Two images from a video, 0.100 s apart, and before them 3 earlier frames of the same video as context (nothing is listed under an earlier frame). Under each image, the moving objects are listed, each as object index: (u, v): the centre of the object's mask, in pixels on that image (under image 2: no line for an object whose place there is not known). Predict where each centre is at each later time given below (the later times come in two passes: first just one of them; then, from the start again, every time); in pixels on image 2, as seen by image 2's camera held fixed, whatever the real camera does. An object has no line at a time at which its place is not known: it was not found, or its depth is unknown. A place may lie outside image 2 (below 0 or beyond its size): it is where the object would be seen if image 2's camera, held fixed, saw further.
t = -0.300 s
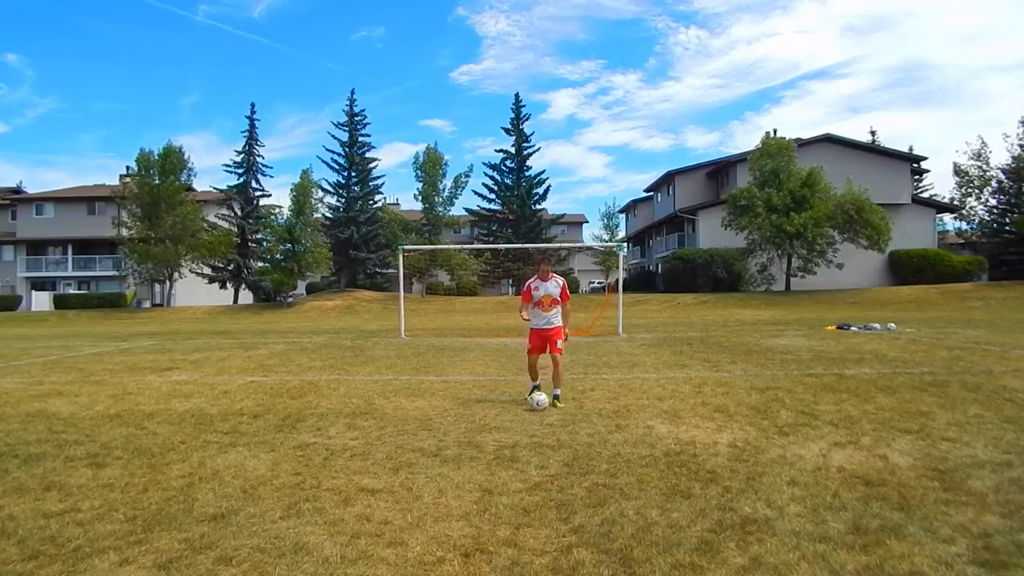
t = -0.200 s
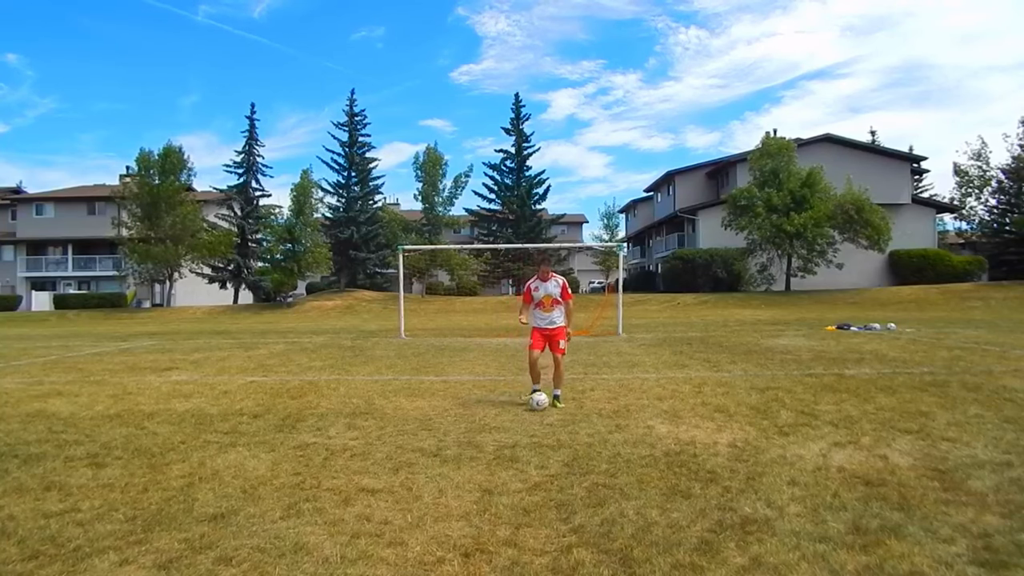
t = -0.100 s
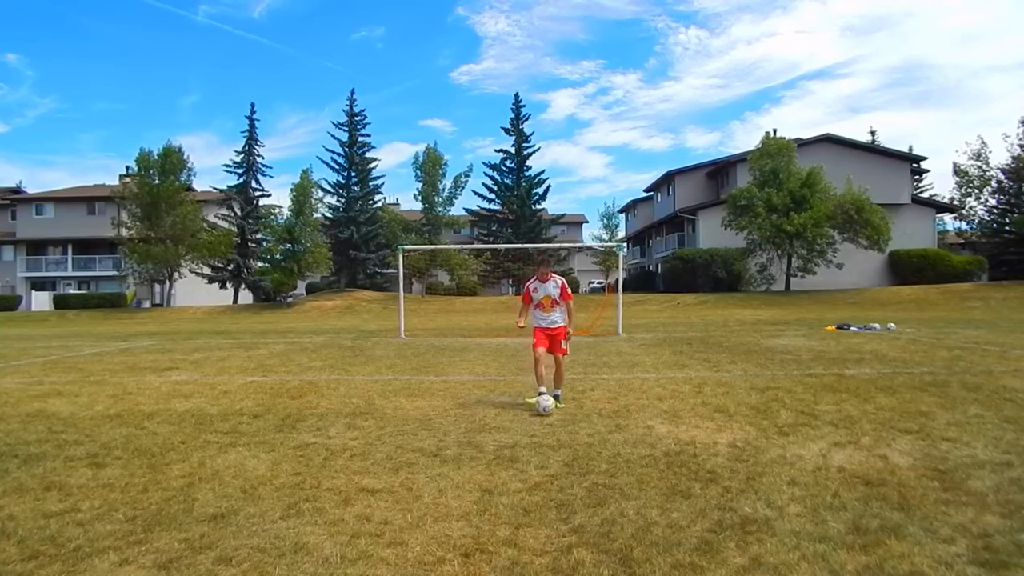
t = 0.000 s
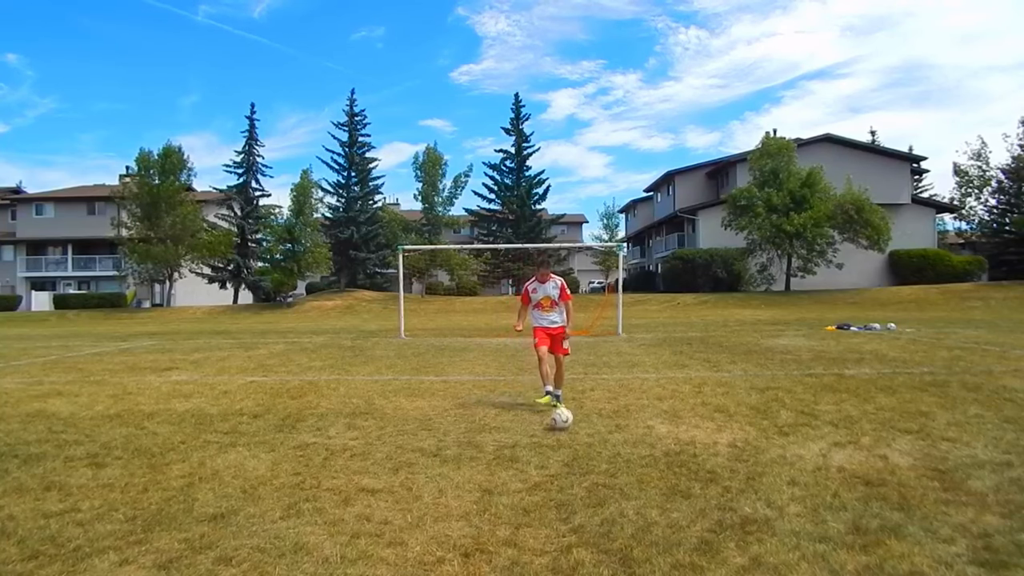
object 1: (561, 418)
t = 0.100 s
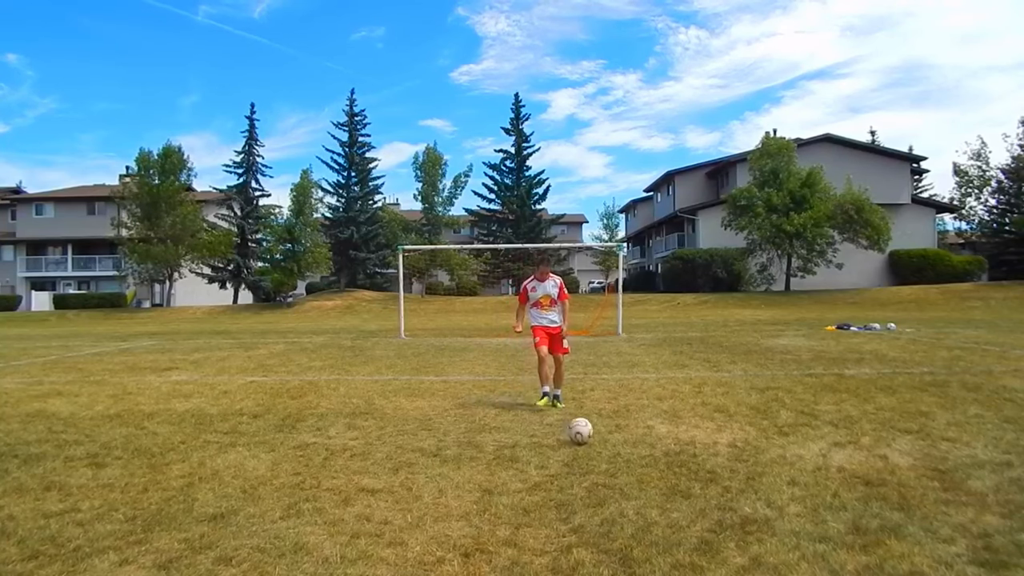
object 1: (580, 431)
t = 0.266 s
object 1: (616, 452)
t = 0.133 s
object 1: (586, 436)
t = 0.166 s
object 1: (595, 442)
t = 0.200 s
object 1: (601, 445)
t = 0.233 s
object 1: (609, 447)
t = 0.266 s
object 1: (616, 452)
